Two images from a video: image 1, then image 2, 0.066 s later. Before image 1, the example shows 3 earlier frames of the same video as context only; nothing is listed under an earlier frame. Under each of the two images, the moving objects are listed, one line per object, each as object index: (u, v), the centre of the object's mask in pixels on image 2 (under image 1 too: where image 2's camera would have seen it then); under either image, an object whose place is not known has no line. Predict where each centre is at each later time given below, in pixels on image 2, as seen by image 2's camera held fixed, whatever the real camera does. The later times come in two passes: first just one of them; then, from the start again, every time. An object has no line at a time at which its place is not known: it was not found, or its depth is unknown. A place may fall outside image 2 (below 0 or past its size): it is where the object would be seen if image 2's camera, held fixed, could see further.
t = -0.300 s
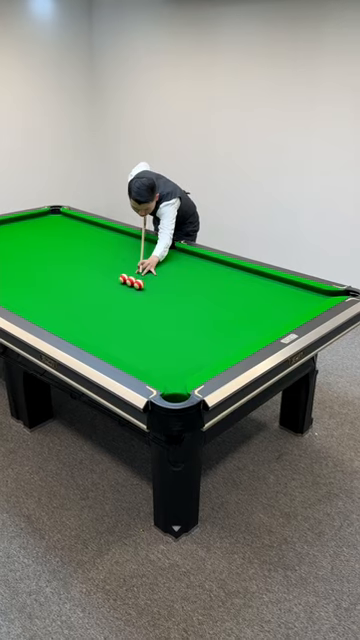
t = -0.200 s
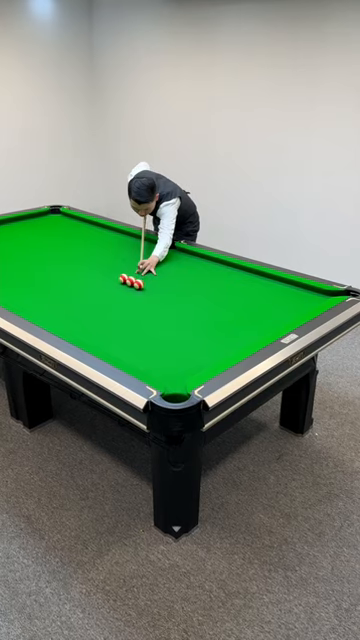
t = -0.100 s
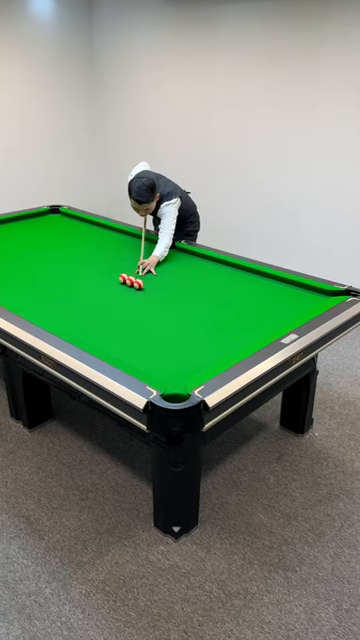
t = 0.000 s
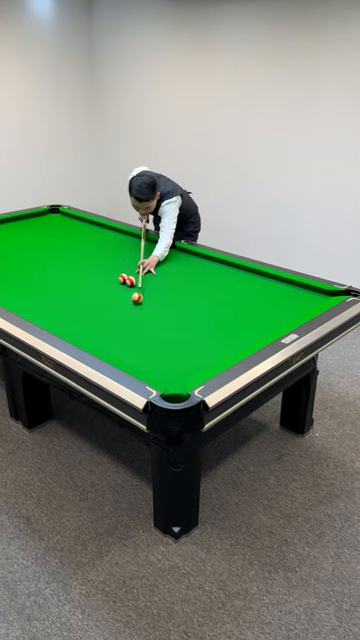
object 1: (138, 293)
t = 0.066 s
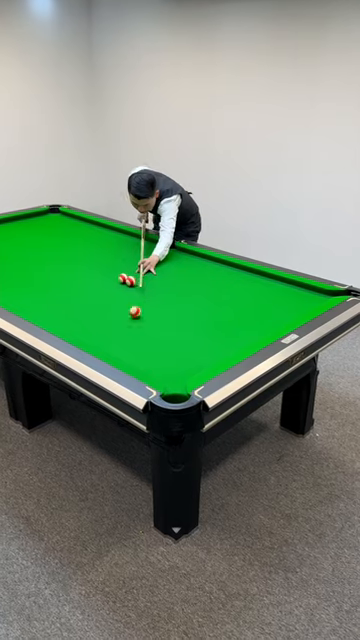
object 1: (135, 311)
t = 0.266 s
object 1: (135, 360)
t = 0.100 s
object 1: (134, 319)
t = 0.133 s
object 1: (133, 327)
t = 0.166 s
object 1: (132, 336)
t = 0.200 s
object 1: (131, 345)
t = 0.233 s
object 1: (130, 354)
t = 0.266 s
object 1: (135, 360)
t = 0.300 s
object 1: (150, 360)
